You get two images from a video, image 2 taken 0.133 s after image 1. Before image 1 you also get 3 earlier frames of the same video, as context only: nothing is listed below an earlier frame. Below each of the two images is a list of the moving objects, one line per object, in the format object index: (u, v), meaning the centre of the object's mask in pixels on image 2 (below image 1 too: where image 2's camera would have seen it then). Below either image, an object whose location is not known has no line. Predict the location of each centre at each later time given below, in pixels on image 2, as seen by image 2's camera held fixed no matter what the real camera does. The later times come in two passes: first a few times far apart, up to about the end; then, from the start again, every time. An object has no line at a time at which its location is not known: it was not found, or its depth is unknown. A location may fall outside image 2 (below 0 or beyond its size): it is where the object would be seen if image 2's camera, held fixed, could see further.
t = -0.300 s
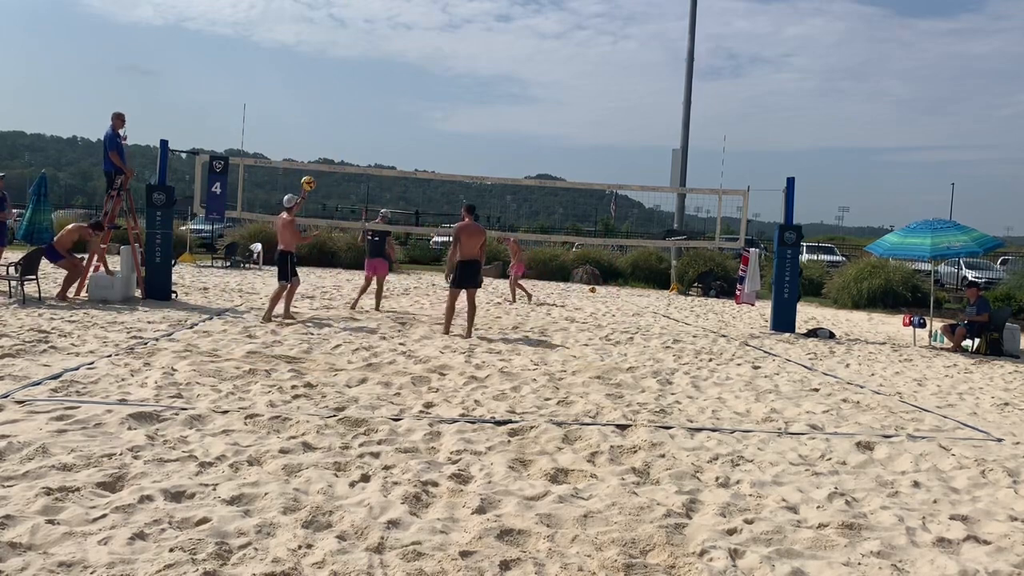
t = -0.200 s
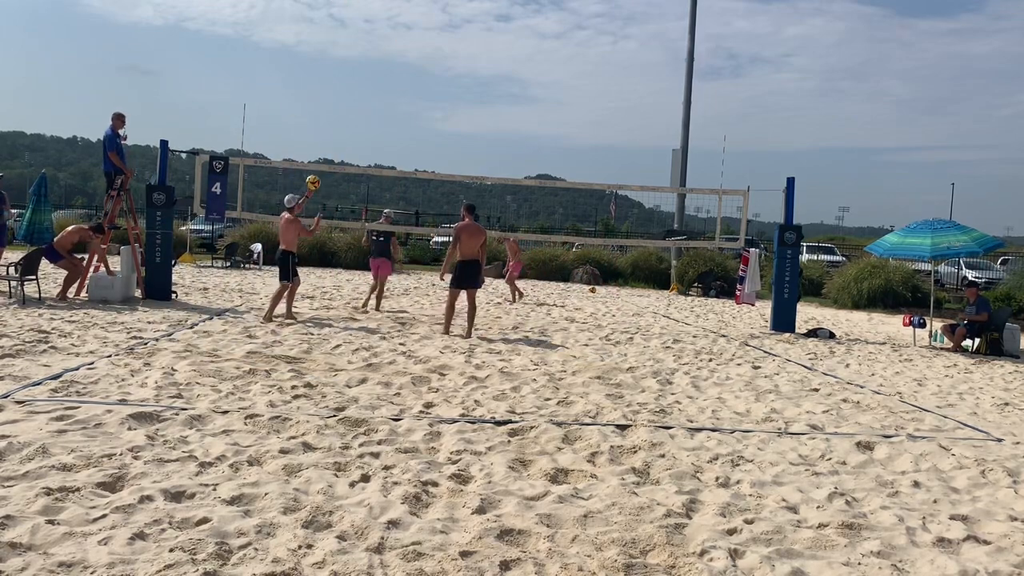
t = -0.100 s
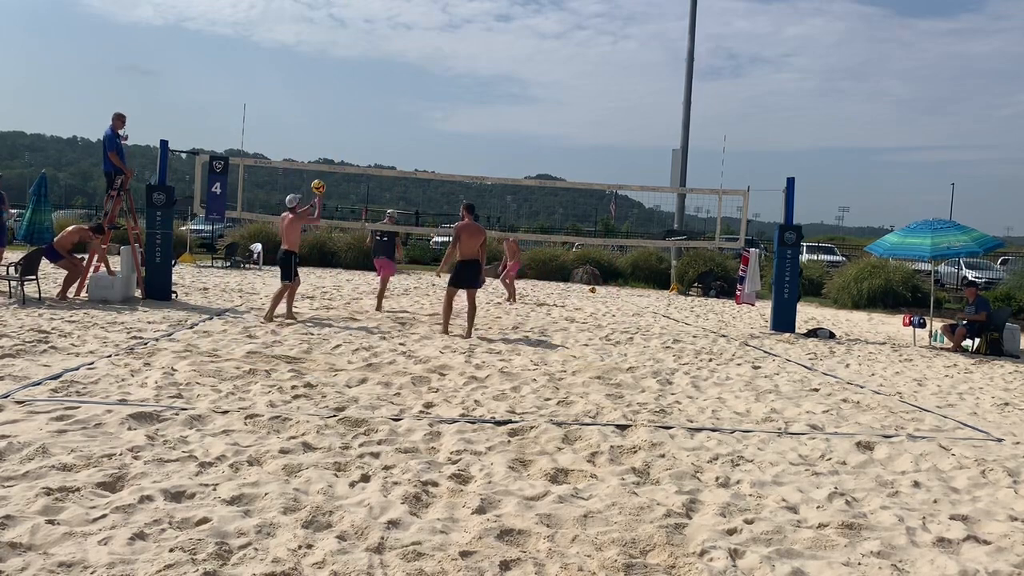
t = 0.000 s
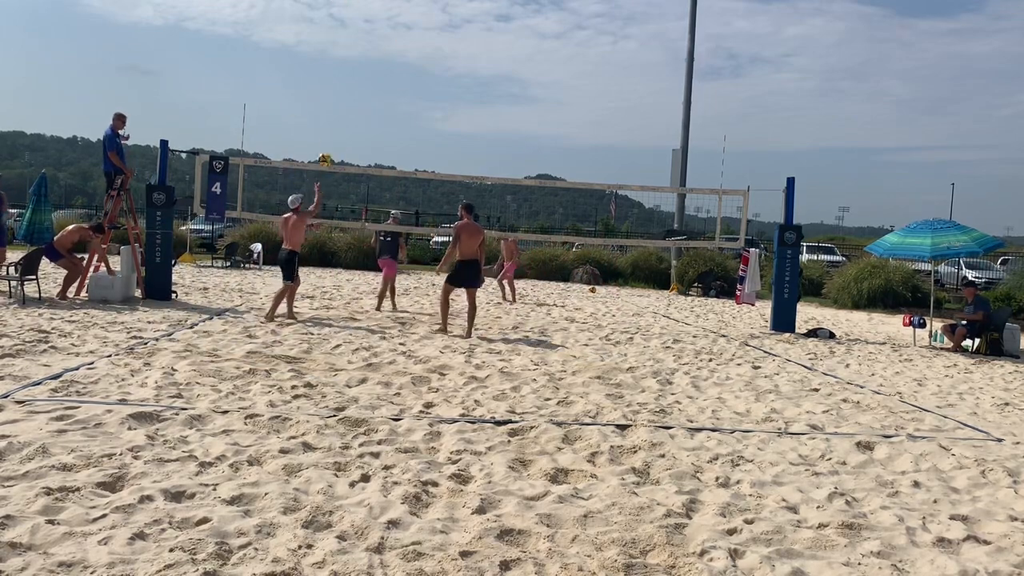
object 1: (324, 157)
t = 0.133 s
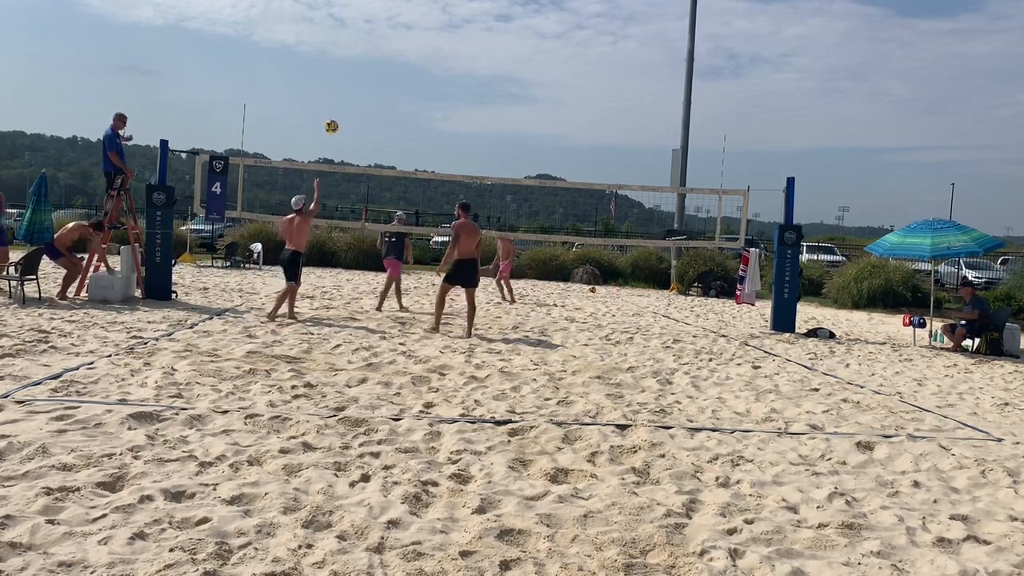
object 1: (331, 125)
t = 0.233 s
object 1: (335, 106)
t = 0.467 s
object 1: (344, 94)
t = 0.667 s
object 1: (350, 108)
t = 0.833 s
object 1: (354, 136)
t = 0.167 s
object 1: (333, 119)
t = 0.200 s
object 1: (334, 112)
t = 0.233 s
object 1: (335, 106)
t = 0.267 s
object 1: (337, 104)
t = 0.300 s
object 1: (338, 100)
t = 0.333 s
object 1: (339, 97)
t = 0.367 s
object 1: (341, 95)
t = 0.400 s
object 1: (342, 94)
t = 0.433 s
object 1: (343, 94)
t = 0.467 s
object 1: (344, 94)
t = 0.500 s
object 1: (345, 95)
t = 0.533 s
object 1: (346, 95)
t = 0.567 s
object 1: (347, 98)
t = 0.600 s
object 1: (348, 101)
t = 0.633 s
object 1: (349, 104)
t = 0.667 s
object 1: (350, 108)
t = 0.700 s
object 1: (351, 113)
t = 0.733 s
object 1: (351, 117)
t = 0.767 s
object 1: (352, 123)
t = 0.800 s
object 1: (353, 129)
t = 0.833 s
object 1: (354, 136)
